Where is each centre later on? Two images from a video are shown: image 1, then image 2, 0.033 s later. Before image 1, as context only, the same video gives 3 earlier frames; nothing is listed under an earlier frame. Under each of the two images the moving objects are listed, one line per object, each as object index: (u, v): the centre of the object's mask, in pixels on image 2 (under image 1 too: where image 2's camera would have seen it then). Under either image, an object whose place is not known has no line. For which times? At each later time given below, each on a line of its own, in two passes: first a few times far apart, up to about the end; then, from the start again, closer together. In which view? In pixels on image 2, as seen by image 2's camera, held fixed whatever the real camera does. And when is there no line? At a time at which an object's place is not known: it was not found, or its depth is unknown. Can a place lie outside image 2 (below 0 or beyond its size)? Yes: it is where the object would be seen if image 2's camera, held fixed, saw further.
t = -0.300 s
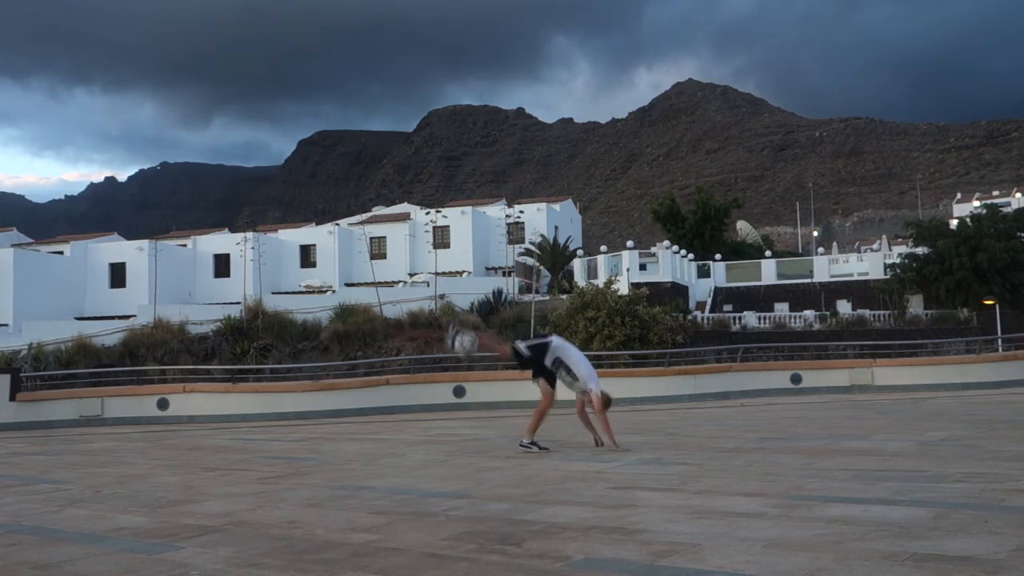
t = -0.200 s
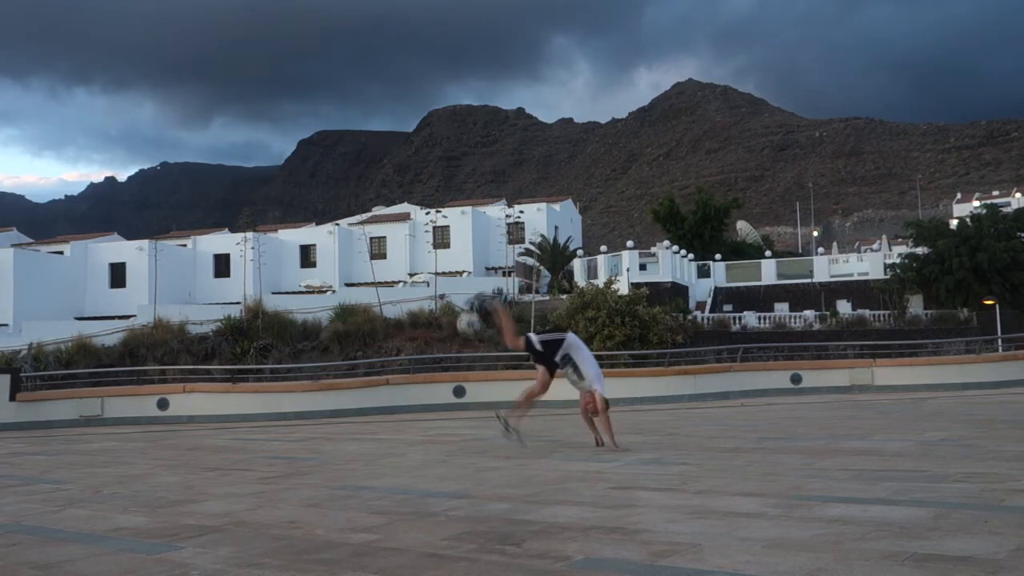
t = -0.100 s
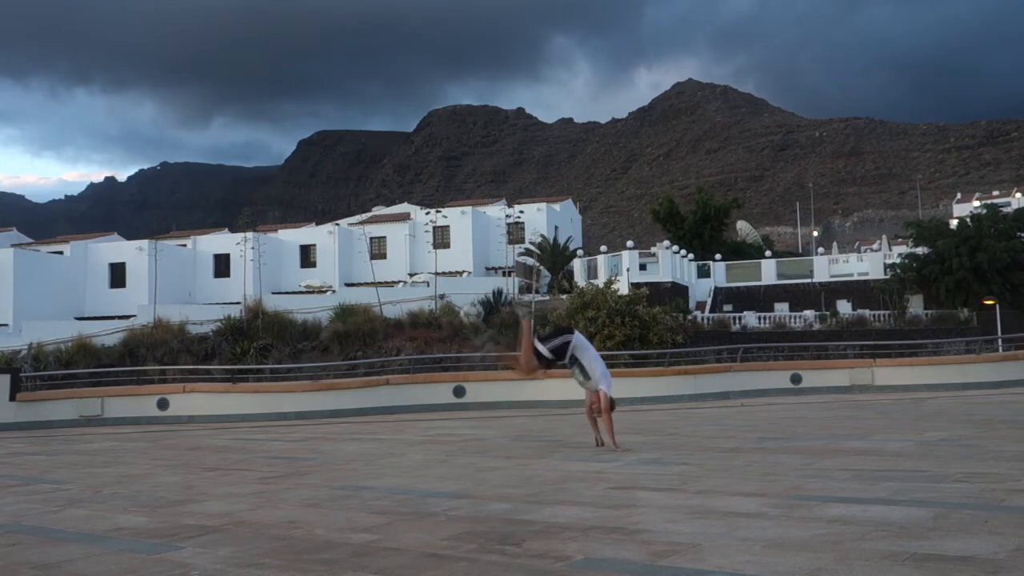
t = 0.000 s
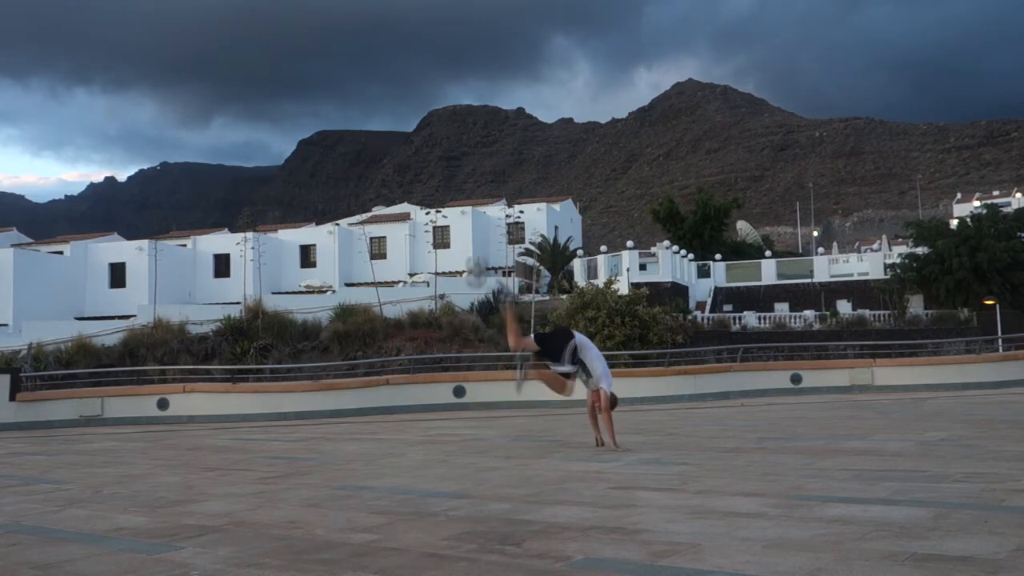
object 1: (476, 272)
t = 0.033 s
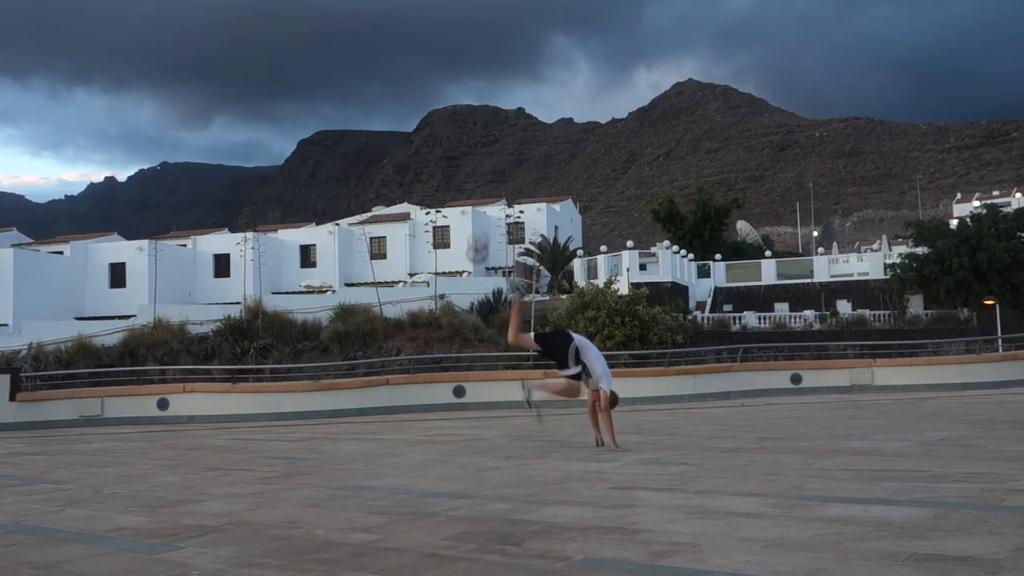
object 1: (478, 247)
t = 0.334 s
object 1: (492, 122)
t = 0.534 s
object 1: (503, 93)
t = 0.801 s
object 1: (516, 114)
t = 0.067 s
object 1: (479, 229)
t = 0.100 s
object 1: (481, 213)
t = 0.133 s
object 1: (482, 193)
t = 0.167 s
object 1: (484, 181)
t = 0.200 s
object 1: (485, 167)
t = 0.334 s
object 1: (492, 122)
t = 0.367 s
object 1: (494, 116)
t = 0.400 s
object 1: (495, 109)
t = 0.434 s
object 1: (497, 103)
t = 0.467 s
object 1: (499, 98)
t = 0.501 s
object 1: (501, 96)
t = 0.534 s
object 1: (503, 93)
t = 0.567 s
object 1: (505, 92)
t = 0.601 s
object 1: (506, 92)
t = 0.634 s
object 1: (508, 93)
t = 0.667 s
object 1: (510, 95)
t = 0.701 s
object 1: (512, 98)
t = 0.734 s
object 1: (514, 101)
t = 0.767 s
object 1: (515, 107)
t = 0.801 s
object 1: (516, 114)
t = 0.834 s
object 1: (518, 119)
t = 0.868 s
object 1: (520, 129)
